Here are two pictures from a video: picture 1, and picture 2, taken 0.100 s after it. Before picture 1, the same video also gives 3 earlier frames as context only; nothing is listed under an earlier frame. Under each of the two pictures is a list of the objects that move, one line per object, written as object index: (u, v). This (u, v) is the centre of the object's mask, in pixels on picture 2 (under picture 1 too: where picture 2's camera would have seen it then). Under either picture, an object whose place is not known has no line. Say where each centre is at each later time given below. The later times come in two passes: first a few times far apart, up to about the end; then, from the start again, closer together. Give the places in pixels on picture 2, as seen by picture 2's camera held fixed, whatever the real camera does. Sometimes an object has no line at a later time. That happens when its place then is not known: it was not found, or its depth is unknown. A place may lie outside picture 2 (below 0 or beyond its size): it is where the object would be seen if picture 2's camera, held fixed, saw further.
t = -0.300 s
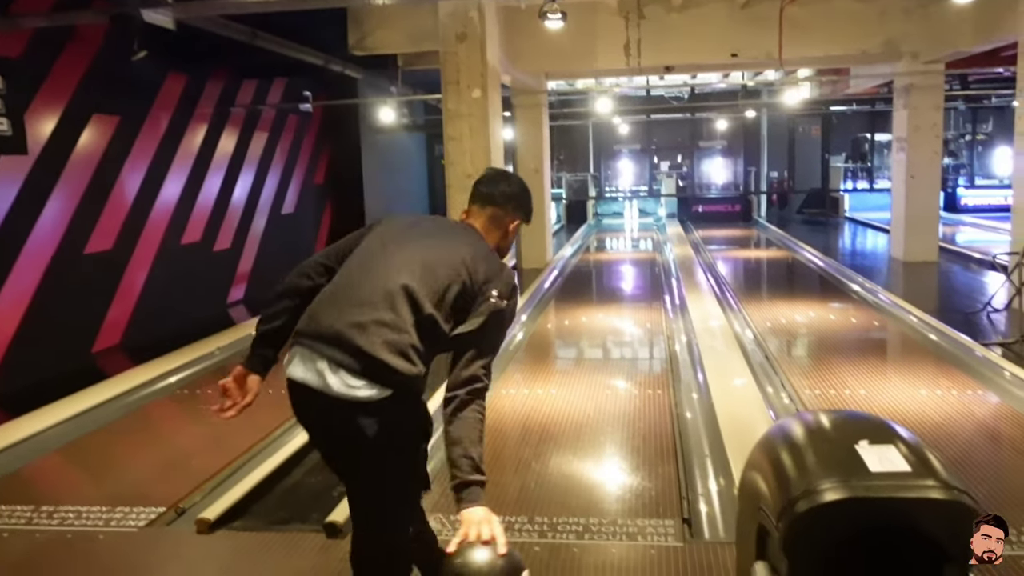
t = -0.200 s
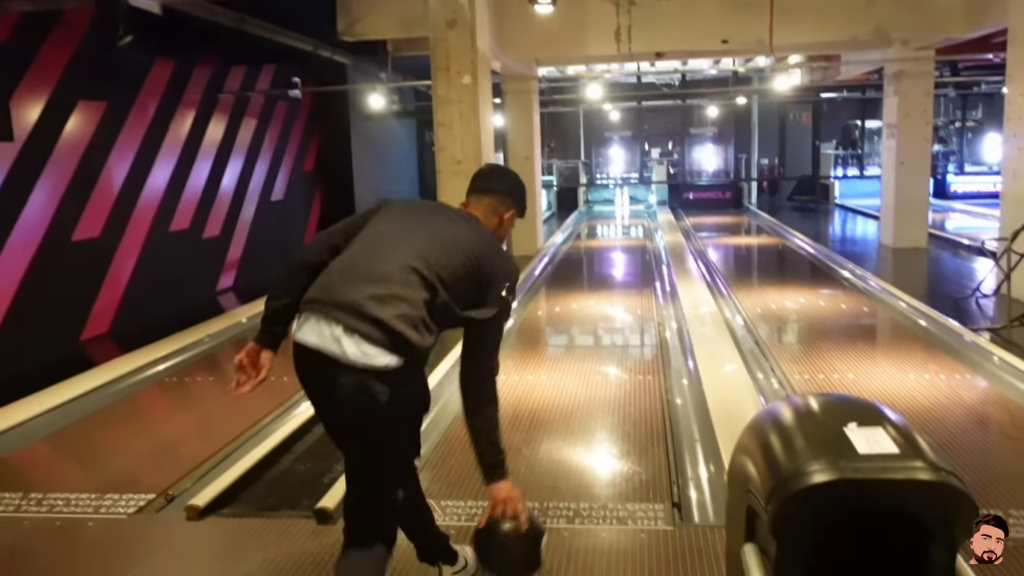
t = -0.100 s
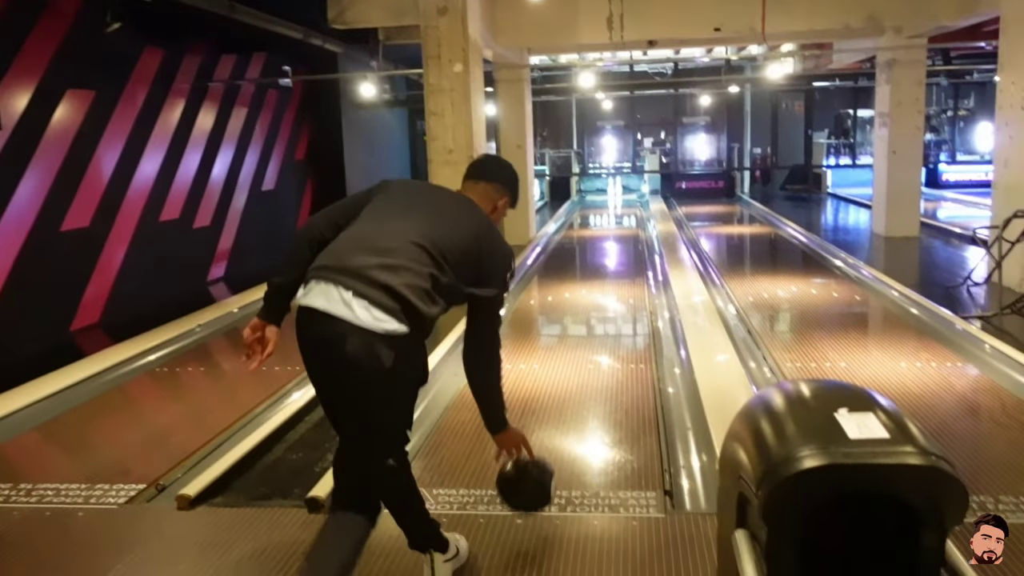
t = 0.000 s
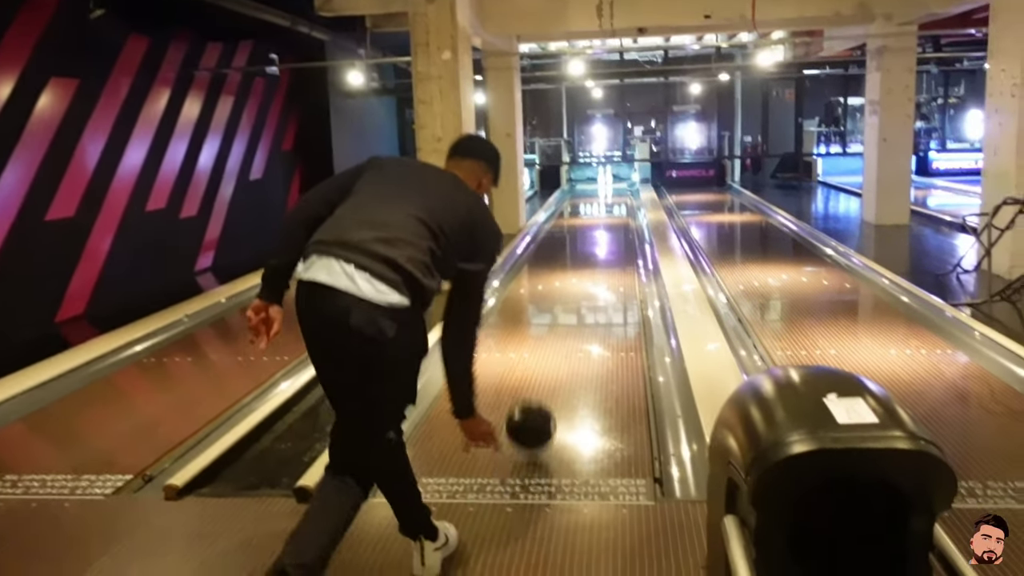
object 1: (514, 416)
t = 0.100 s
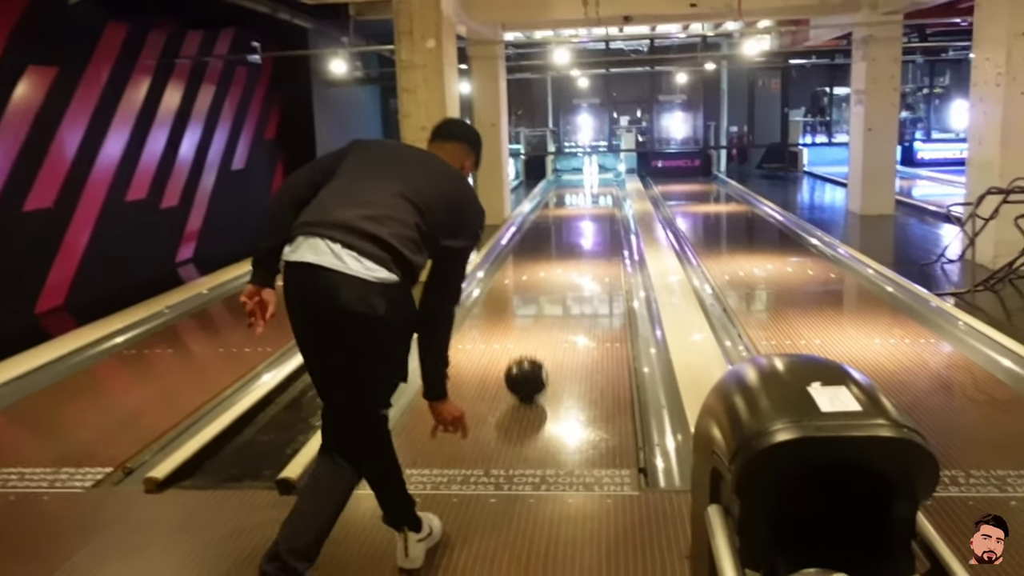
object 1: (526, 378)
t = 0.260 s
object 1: (538, 331)
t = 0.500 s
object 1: (551, 288)
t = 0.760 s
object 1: (559, 259)
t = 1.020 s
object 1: (563, 240)
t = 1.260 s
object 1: (566, 225)
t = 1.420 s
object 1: (567, 219)
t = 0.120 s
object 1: (527, 371)
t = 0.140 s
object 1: (529, 365)
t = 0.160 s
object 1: (530, 359)
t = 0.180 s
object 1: (532, 353)
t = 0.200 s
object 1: (534, 347)
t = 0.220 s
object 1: (535, 341)
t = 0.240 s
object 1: (537, 336)
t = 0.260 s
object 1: (538, 331)
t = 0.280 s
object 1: (540, 326)
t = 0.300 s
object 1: (540, 322)
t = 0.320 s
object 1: (542, 318)
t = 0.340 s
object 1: (543, 313)
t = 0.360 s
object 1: (544, 310)
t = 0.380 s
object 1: (545, 306)
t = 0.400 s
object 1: (547, 302)
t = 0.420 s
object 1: (548, 299)
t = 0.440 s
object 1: (548, 296)
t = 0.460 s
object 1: (549, 293)
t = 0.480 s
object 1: (550, 290)
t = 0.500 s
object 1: (551, 288)
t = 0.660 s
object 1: (555, 269)
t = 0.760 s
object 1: (559, 259)
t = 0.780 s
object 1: (559, 257)
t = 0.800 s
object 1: (560, 256)
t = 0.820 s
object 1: (560, 254)
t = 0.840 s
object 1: (561, 253)
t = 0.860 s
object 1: (561, 251)
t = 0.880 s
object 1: (562, 250)
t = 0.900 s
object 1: (563, 248)
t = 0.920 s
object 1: (563, 247)
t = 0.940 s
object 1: (563, 245)
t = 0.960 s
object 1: (563, 243)
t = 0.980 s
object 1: (563, 242)
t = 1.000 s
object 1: (564, 241)
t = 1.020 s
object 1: (563, 240)
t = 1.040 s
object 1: (563, 239)
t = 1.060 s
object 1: (564, 237)
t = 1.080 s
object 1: (564, 237)
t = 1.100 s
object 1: (564, 235)
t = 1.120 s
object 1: (564, 234)
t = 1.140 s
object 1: (564, 232)
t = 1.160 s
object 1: (565, 231)
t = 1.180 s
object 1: (566, 229)
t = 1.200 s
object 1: (566, 229)
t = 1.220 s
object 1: (566, 227)
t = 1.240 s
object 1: (566, 226)
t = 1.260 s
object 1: (566, 225)
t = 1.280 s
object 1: (566, 224)
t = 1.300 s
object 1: (566, 224)
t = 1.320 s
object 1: (566, 223)
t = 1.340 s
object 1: (567, 222)
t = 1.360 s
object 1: (567, 221)
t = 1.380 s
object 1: (566, 220)
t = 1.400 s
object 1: (567, 219)
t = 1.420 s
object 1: (567, 219)
